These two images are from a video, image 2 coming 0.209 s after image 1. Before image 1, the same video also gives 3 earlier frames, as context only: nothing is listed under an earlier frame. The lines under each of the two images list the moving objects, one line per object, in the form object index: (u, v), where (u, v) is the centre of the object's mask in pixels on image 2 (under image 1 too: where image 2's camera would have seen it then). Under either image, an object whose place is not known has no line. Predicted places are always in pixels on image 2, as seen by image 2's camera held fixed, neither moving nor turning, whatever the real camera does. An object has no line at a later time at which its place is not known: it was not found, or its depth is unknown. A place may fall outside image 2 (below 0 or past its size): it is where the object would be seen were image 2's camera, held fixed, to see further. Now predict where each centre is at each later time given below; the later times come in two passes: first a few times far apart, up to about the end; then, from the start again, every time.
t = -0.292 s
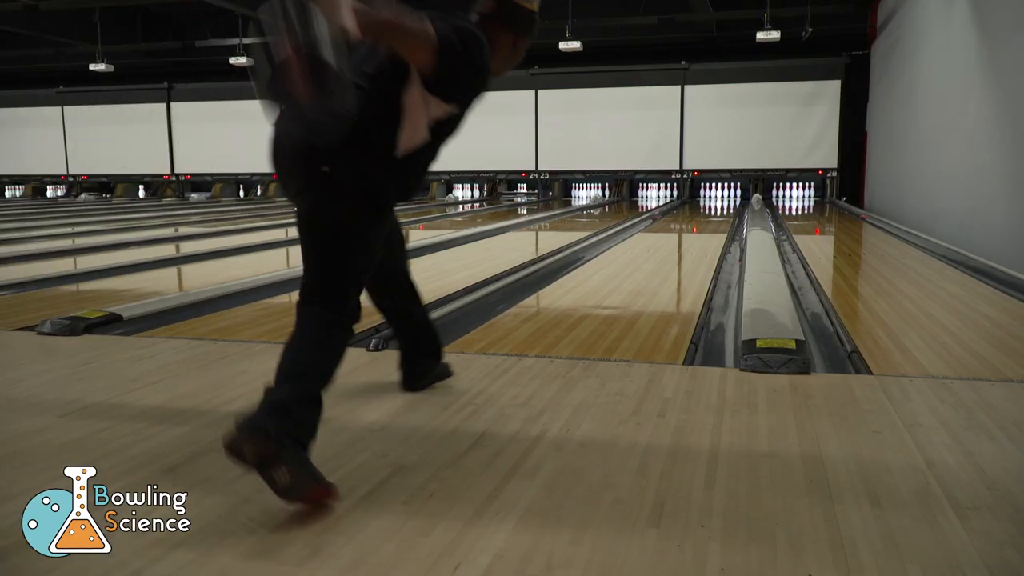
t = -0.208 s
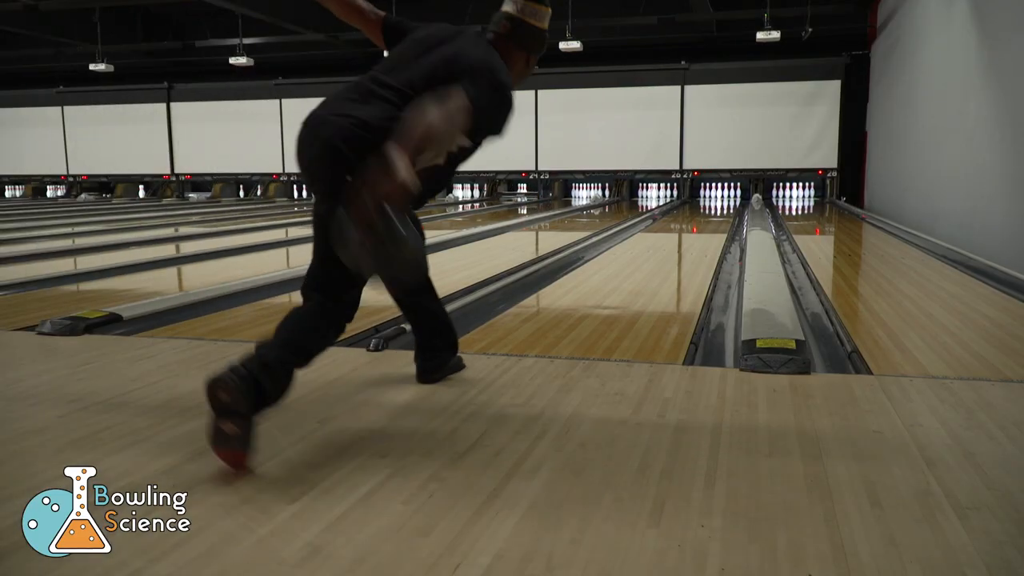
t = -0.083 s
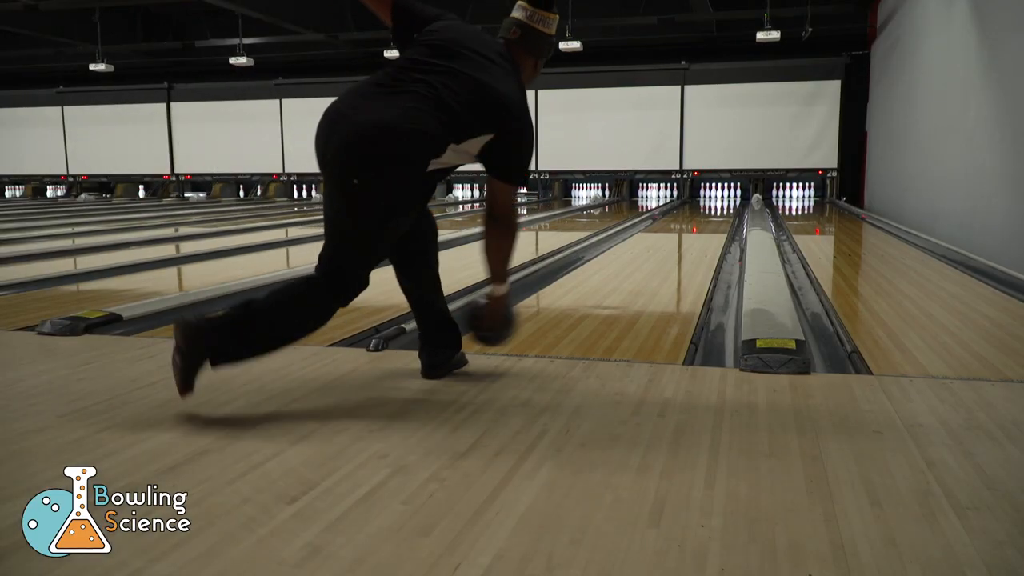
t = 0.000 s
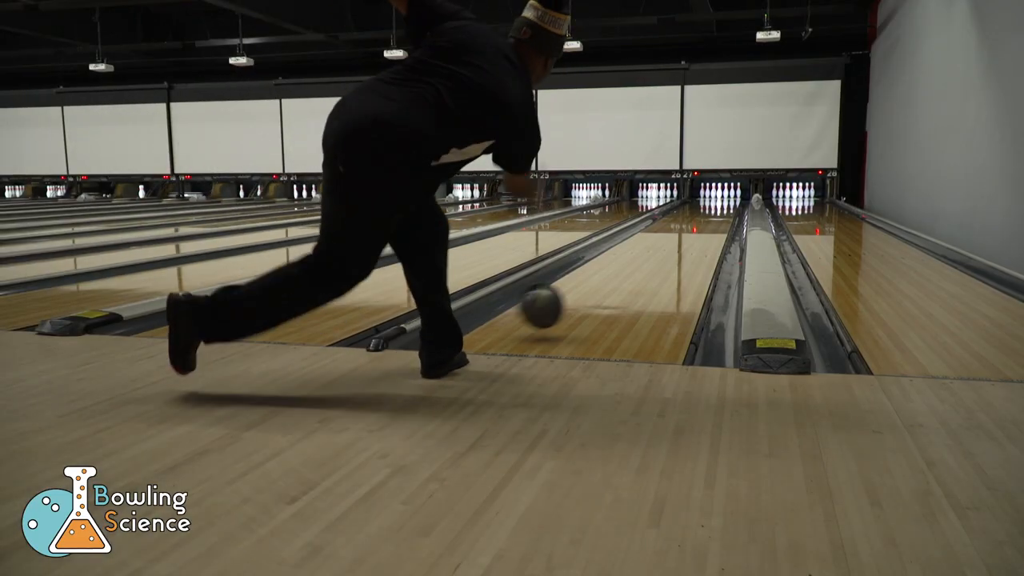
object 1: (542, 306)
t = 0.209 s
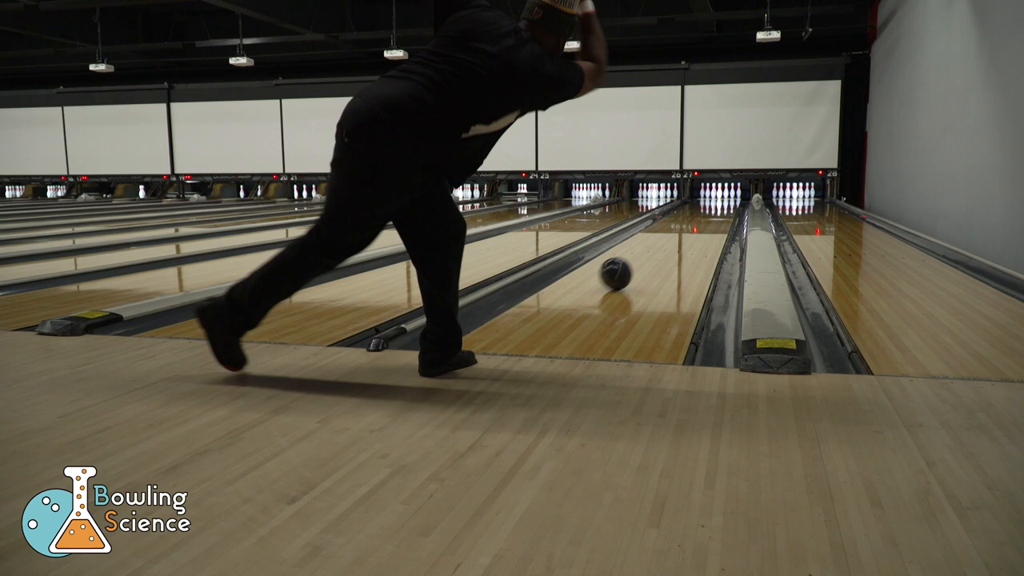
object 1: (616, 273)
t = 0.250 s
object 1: (626, 267)
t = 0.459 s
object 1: (662, 246)
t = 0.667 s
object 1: (684, 232)
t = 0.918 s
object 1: (703, 221)
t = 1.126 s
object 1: (713, 214)
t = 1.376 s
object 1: (722, 207)
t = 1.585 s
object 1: (725, 203)
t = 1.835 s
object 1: (728, 200)
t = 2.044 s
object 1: (727, 198)
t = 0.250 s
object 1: (626, 267)
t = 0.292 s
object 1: (634, 262)
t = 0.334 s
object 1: (643, 258)
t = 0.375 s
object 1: (649, 253)
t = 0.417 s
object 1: (656, 249)
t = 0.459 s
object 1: (662, 246)
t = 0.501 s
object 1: (667, 243)
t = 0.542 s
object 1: (672, 240)
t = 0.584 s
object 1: (677, 237)
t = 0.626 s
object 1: (681, 234)
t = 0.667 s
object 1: (684, 232)
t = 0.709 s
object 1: (688, 230)
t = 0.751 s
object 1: (692, 227)
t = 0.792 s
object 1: (695, 225)
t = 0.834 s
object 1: (698, 224)
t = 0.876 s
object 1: (701, 222)
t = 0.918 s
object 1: (703, 221)
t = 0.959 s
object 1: (705, 219)
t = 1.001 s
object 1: (707, 218)
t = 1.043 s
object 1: (710, 216)
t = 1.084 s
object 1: (711, 215)
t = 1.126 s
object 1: (713, 214)
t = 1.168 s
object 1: (715, 212)
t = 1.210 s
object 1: (716, 211)
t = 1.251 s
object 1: (718, 210)
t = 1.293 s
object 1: (719, 210)
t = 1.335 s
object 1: (721, 208)
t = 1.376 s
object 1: (722, 207)
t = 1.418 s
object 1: (723, 207)
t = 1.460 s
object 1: (724, 206)
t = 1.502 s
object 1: (724, 204)
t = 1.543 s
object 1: (724, 203)
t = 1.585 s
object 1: (725, 203)
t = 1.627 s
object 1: (726, 203)
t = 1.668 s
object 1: (727, 203)
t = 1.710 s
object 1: (727, 202)
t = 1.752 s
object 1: (727, 202)
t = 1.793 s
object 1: (727, 201)
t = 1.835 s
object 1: (728, 200)
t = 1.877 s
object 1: (728, 200)
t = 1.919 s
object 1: (728, 199)
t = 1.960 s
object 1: (727, 199)
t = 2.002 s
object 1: (727, 199)
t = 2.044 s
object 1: (727, 198)
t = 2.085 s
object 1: (726, 198)
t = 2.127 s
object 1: (726, 198)
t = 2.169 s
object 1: (725, 197)
